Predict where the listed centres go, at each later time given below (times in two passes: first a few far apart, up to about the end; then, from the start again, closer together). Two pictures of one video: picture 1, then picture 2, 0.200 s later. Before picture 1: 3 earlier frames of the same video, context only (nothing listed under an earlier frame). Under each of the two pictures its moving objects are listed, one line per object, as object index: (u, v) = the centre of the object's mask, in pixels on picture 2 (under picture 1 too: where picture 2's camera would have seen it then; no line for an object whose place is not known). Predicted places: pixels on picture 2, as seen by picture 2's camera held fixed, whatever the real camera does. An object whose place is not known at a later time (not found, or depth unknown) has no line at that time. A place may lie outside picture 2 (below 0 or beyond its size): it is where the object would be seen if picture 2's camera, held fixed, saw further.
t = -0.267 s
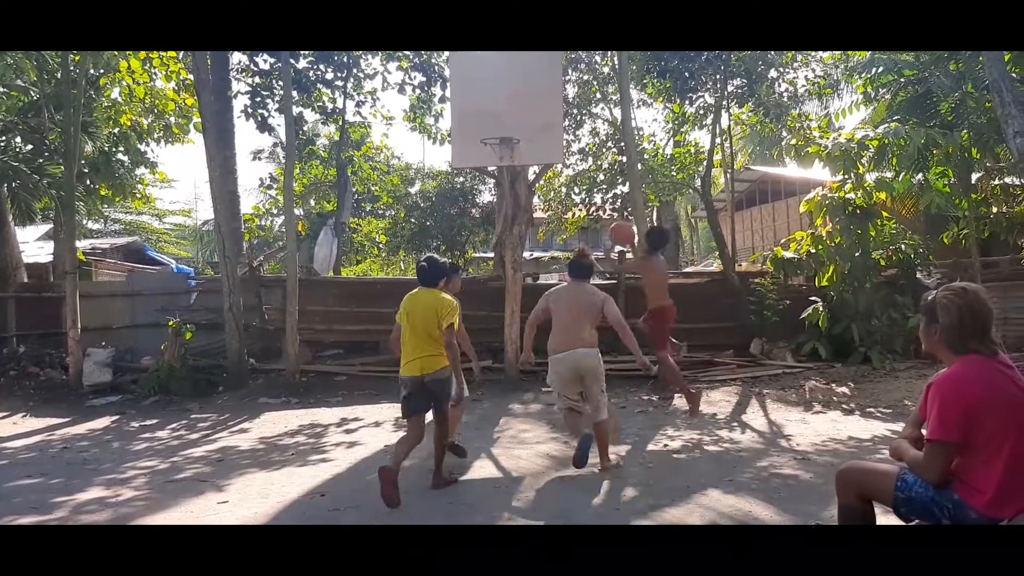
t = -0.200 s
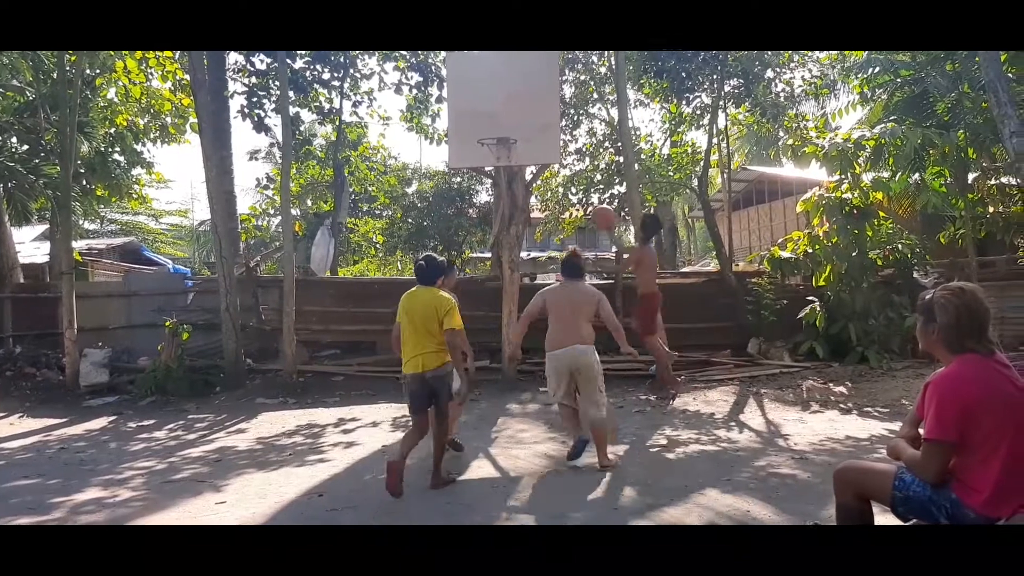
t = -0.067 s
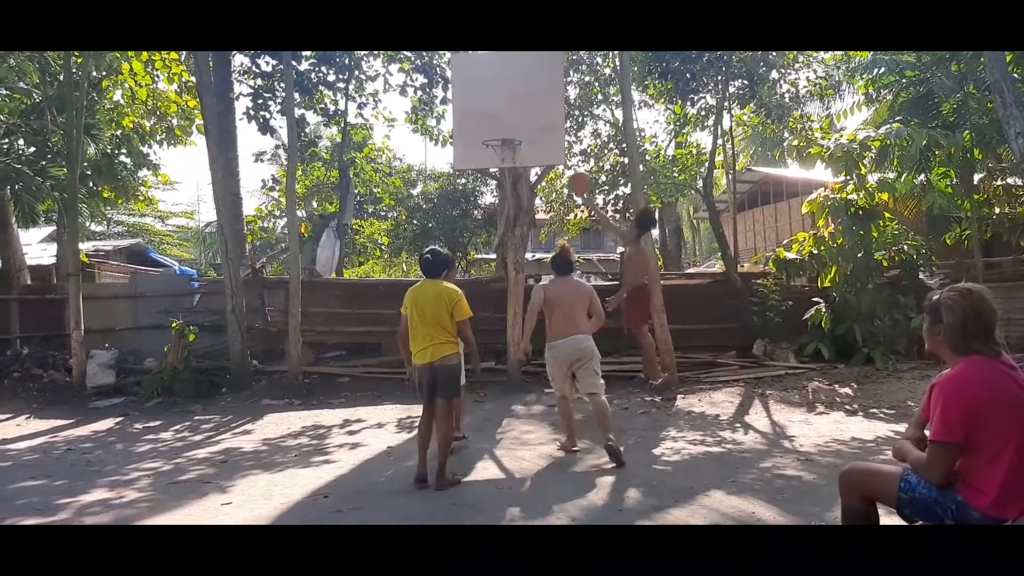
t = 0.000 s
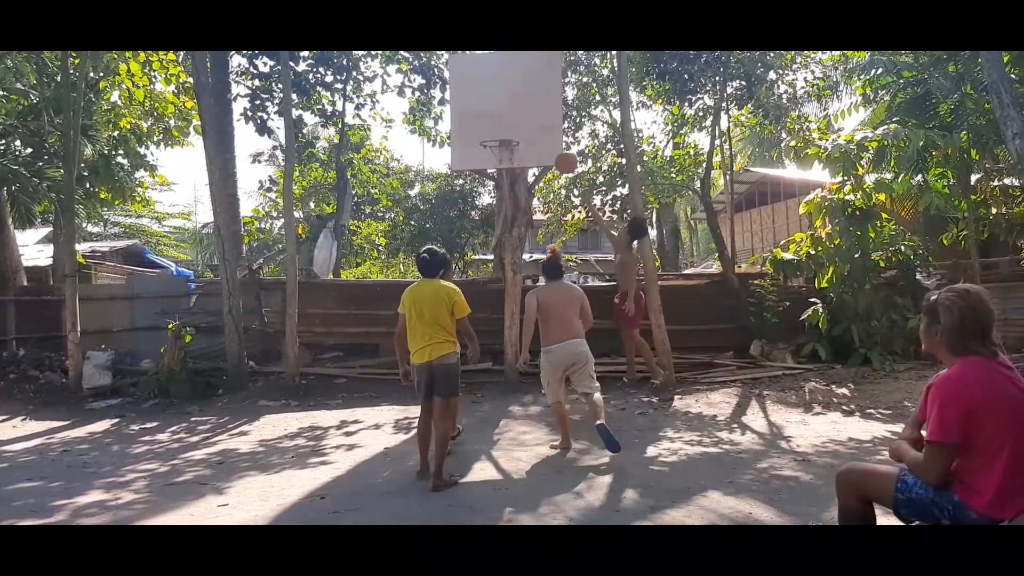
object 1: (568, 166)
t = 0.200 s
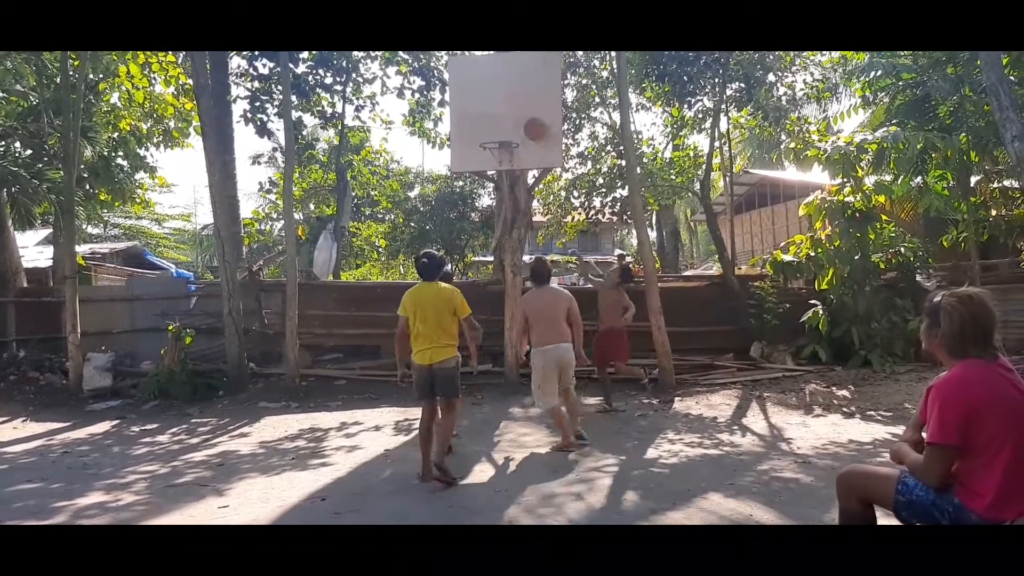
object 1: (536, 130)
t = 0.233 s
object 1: (531, 125)
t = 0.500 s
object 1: (503, 131)
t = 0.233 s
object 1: (531, 125)
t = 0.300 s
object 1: (524, 120)
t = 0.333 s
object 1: (521, 120)
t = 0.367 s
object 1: (517, 119)
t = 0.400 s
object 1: (514, 121)
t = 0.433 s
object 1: (511, 123)
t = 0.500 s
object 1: (503, 131)
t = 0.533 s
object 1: (500, 136)
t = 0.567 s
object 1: (499, 139)
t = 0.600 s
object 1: (495, 142)
